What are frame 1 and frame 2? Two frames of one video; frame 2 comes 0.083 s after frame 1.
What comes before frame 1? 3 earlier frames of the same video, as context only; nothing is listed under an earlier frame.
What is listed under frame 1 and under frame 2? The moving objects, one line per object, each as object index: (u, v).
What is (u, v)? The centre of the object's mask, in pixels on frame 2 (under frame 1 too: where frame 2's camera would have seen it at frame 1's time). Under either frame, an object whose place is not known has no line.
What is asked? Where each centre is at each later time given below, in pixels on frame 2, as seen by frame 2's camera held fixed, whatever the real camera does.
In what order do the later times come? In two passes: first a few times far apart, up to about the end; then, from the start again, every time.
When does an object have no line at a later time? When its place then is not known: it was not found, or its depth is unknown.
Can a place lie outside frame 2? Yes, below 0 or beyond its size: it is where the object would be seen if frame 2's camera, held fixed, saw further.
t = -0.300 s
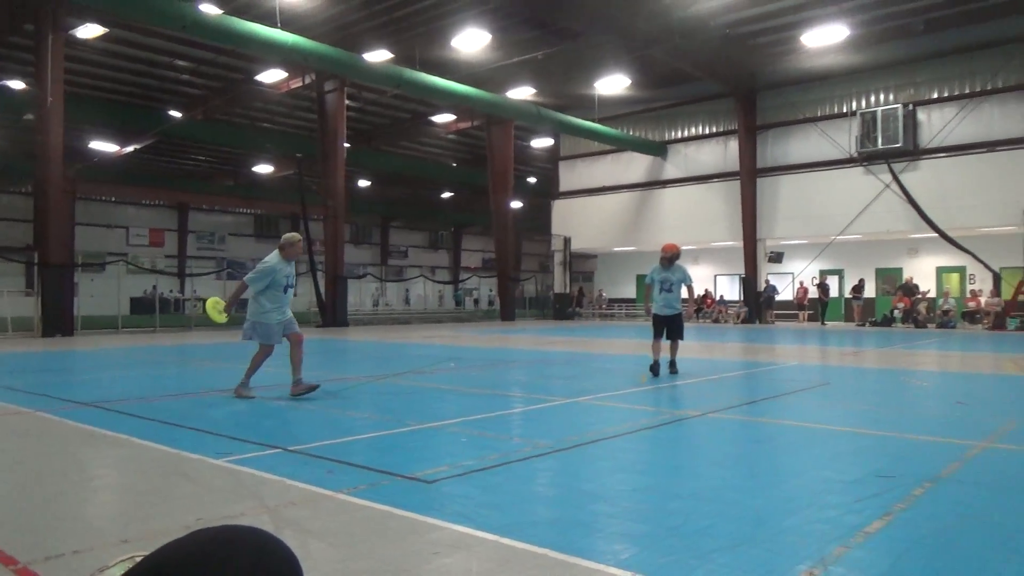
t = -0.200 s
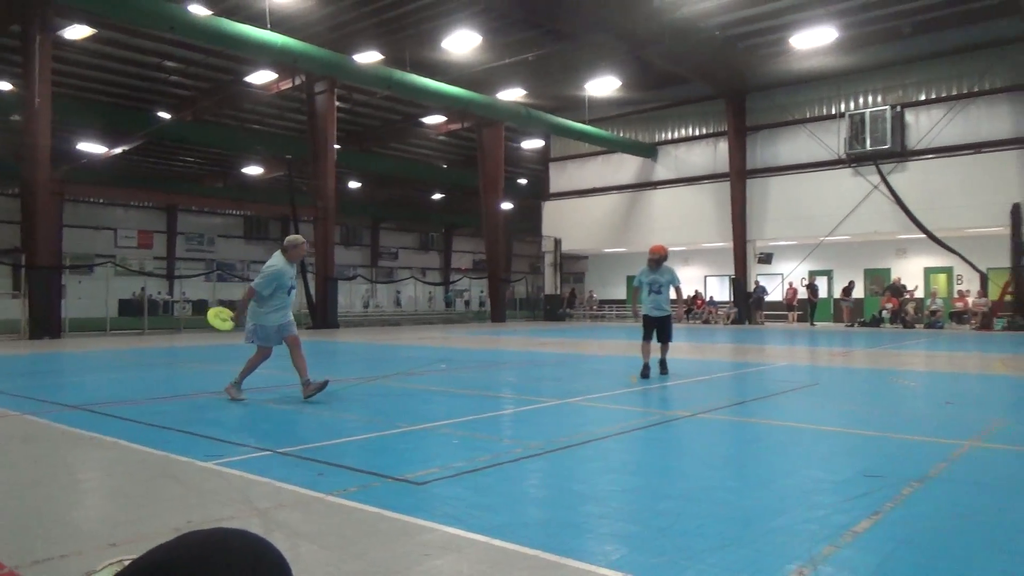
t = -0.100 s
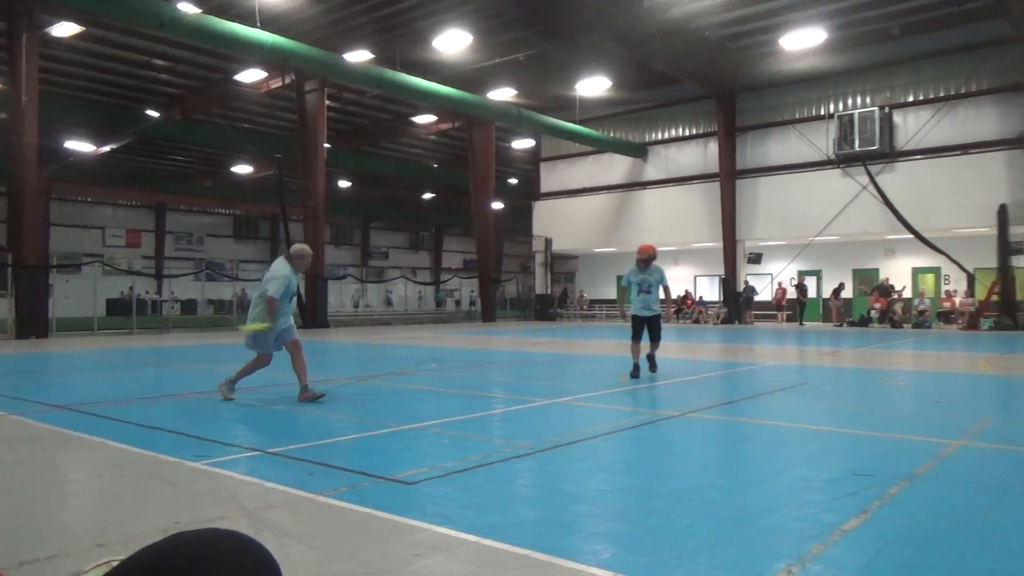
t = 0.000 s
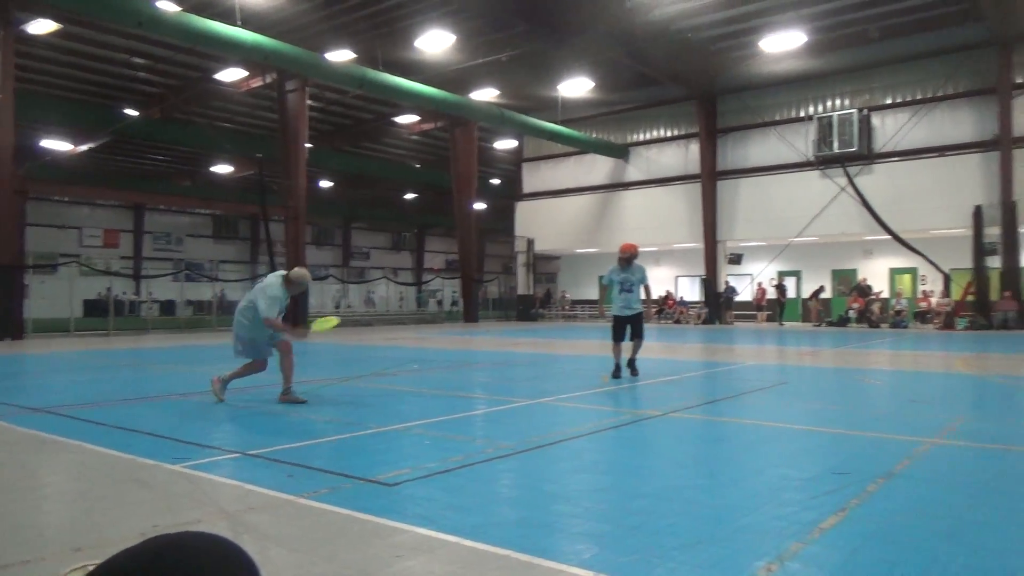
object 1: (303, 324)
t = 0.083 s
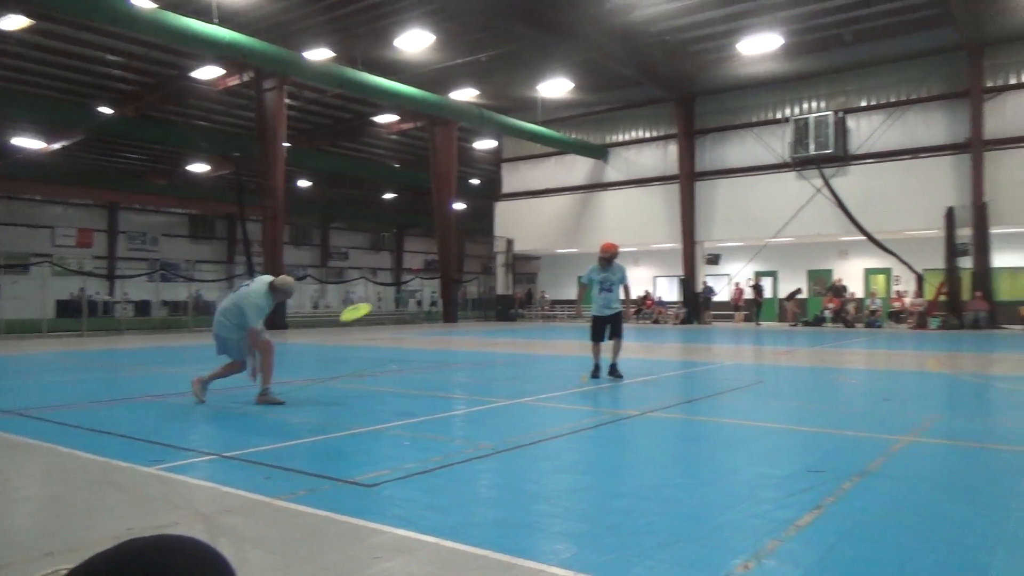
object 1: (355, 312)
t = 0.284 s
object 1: (485, 265)
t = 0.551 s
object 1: (683, 204)
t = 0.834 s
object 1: (946, 157)
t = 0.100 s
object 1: (366, 309)
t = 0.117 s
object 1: (377, 305)
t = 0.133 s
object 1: (387, 301)
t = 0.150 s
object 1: (398, 298)
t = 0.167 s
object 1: (409, 294)
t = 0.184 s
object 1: (419, 290)
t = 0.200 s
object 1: (431, 286)
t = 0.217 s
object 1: (442, 281)
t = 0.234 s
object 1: (452, 278)
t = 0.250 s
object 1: (463, 273)
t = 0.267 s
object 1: (474, 269)
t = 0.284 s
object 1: (485, 265)
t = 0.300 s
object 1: (496, 261)
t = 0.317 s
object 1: (507, 257)
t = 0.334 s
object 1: (519, 253)
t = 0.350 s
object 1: (531, 249)
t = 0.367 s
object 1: (541, 244)
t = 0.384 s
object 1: (555, 240)
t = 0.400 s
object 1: (568, 235)
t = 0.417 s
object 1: (579, 231)
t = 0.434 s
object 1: (591, 228)
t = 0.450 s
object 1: (604, 224)
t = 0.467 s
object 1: (616, 221)
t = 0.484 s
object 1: (629, 218)
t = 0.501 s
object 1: (642, 214)
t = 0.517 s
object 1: (656, 210)
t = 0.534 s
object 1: (670, 206)
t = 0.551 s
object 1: (683, 204)
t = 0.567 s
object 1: (697, 200)
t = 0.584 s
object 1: (709, 198)
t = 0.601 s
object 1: (725, 194)
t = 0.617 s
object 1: (739, 192)
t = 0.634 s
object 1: (753, 189)
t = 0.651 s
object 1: (768, 185)
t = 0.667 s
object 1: (784, 182)
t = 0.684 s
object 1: (799, 179)
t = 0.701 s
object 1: (815, 176)
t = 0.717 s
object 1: (829, 174)
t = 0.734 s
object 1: (845, 171)
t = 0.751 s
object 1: (861, 168)
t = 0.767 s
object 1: (878, 166)
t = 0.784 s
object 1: (894, 163)
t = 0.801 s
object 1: (911, 161)
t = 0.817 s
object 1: (929, 159)
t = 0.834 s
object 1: (946, 157)
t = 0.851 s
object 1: (964, 155)
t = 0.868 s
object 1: (981, 154)
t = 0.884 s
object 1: (998, 152)
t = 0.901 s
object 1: (1017, 151)
